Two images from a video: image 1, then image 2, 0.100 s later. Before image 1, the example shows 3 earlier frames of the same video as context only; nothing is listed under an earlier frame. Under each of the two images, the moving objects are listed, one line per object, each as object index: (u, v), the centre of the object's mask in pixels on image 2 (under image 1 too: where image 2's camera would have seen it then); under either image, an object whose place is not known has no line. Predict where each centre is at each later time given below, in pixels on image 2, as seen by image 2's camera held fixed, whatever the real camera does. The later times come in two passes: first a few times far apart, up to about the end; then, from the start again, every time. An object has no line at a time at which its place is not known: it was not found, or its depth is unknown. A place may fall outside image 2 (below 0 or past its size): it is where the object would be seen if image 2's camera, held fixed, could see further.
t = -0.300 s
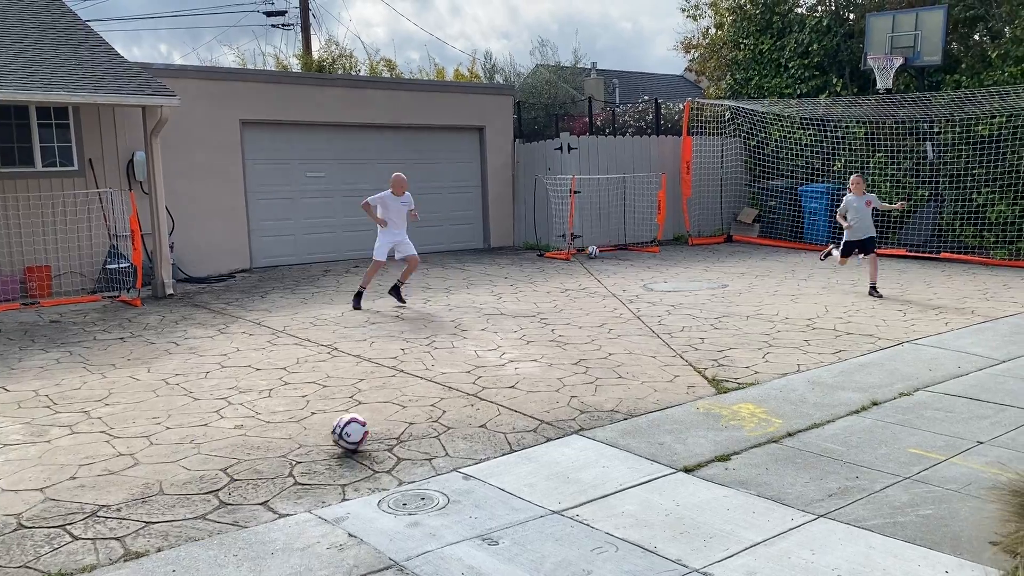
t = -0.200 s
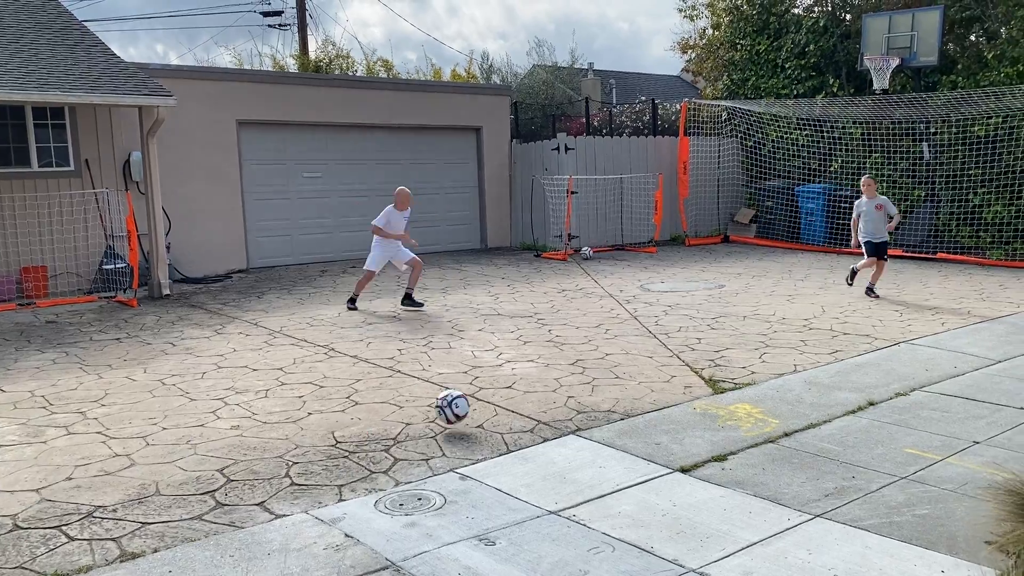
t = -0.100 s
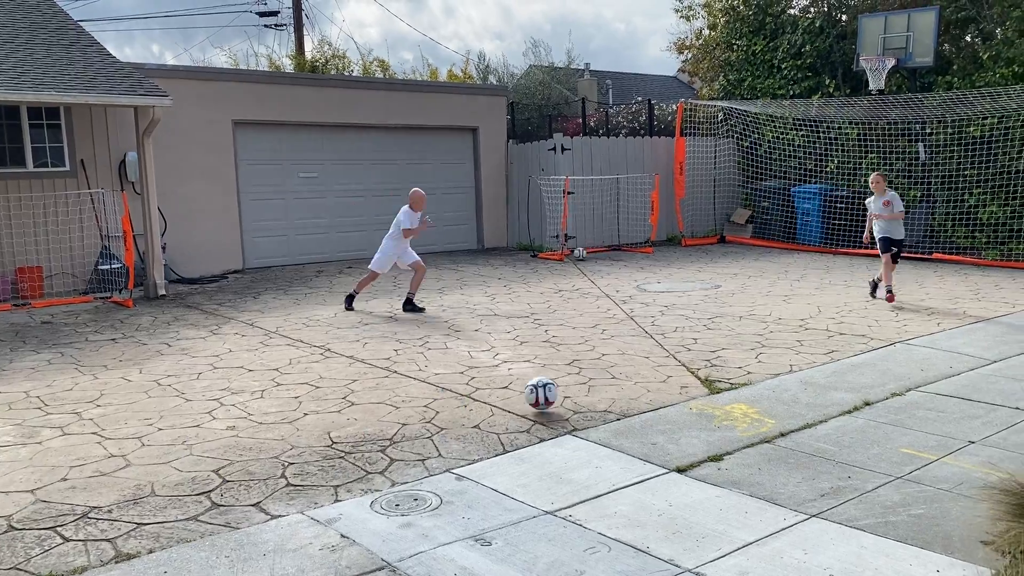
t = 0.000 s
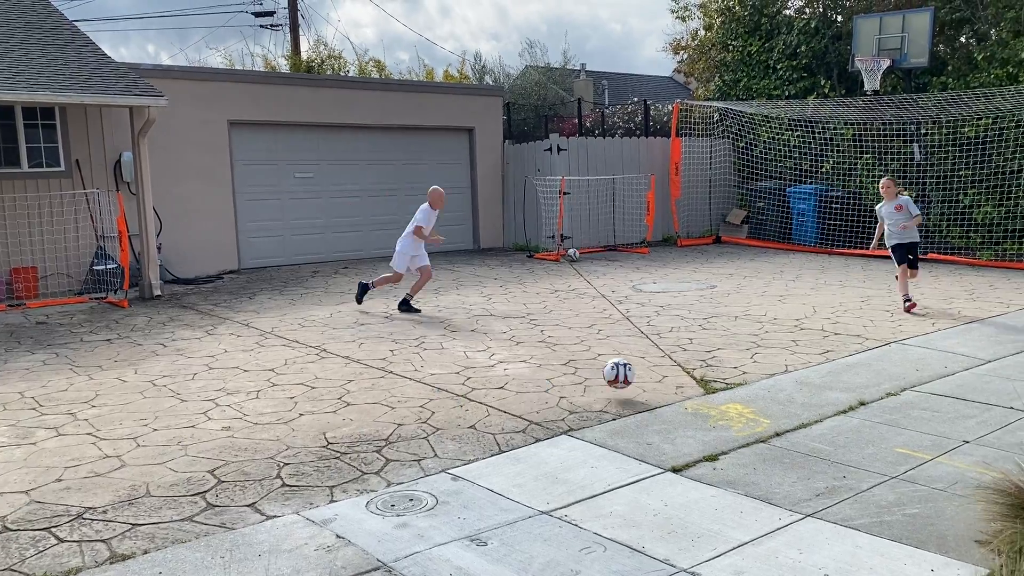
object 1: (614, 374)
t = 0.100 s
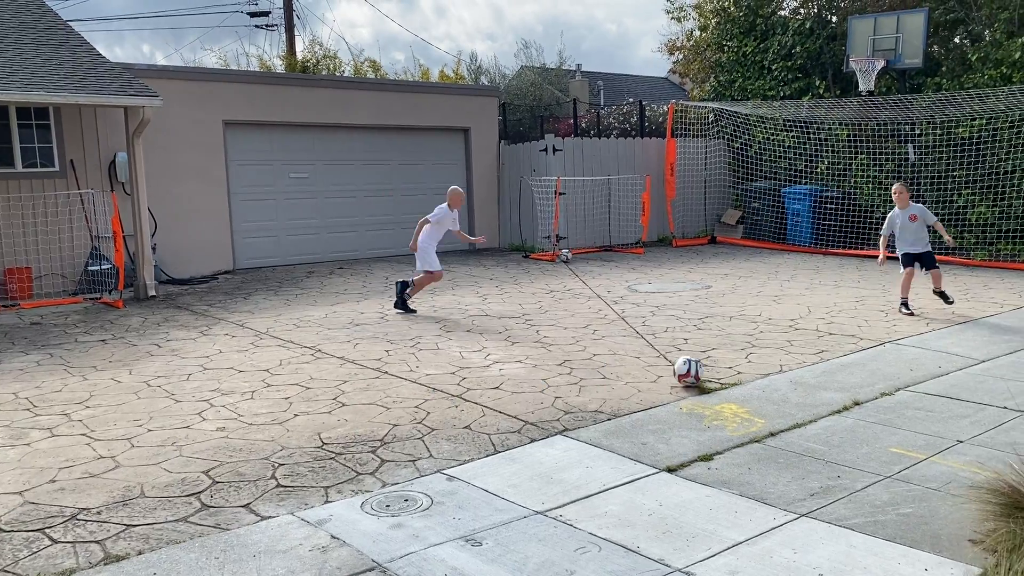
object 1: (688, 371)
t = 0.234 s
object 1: (776, 357)
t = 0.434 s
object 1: (887, 338)
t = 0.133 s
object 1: (712, 368)
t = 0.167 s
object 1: (734, 364)
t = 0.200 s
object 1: (754, 361)
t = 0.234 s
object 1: (776, 357)
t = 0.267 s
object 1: (796, 354)
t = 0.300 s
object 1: (814, 349)
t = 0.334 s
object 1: (833, 343)
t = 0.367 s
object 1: (852, 341)
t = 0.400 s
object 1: (869, 341)
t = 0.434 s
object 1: (887, 338)
